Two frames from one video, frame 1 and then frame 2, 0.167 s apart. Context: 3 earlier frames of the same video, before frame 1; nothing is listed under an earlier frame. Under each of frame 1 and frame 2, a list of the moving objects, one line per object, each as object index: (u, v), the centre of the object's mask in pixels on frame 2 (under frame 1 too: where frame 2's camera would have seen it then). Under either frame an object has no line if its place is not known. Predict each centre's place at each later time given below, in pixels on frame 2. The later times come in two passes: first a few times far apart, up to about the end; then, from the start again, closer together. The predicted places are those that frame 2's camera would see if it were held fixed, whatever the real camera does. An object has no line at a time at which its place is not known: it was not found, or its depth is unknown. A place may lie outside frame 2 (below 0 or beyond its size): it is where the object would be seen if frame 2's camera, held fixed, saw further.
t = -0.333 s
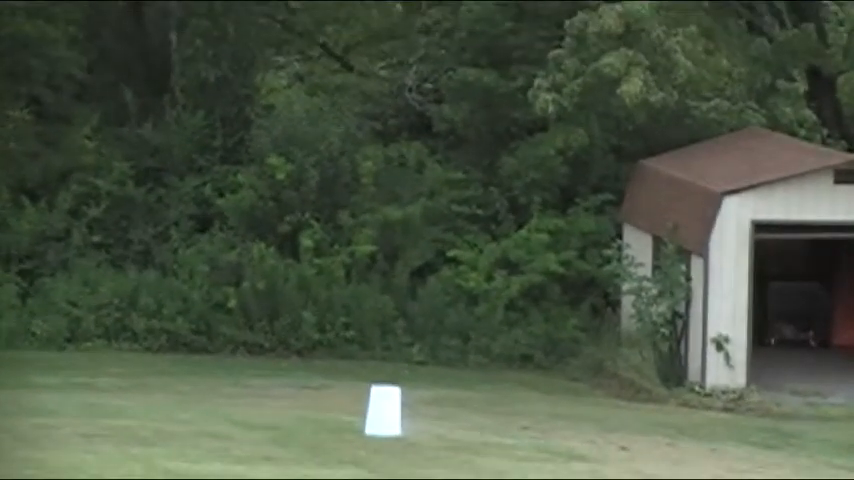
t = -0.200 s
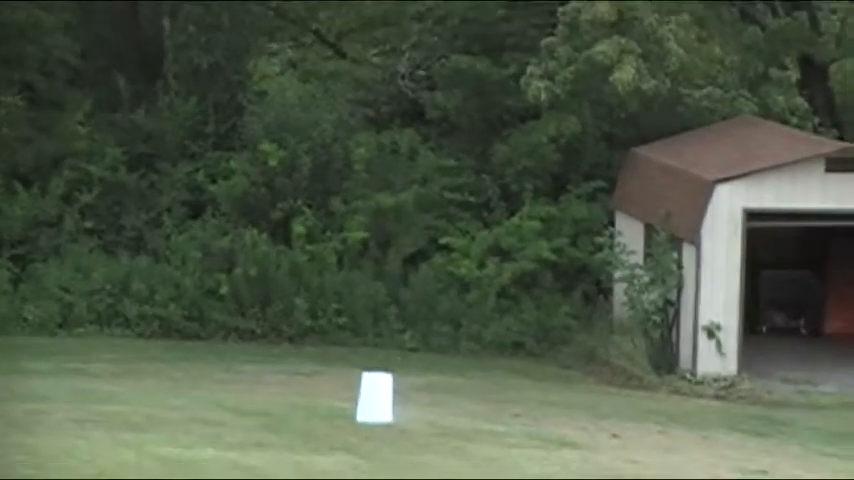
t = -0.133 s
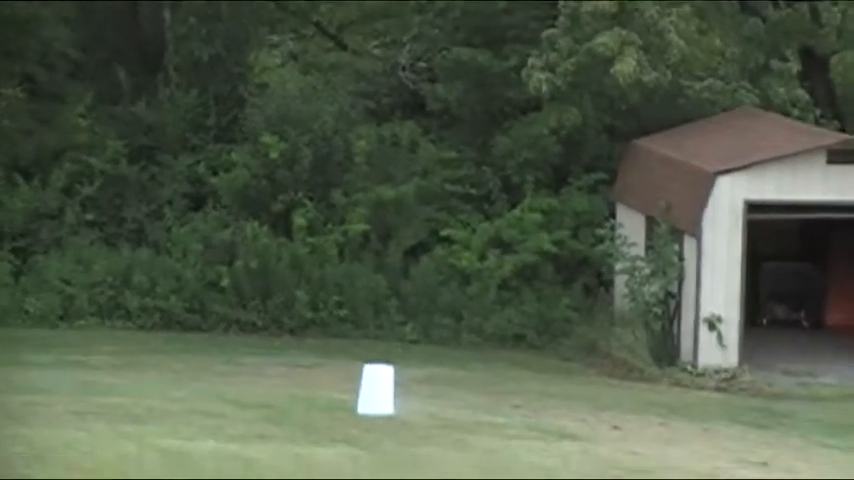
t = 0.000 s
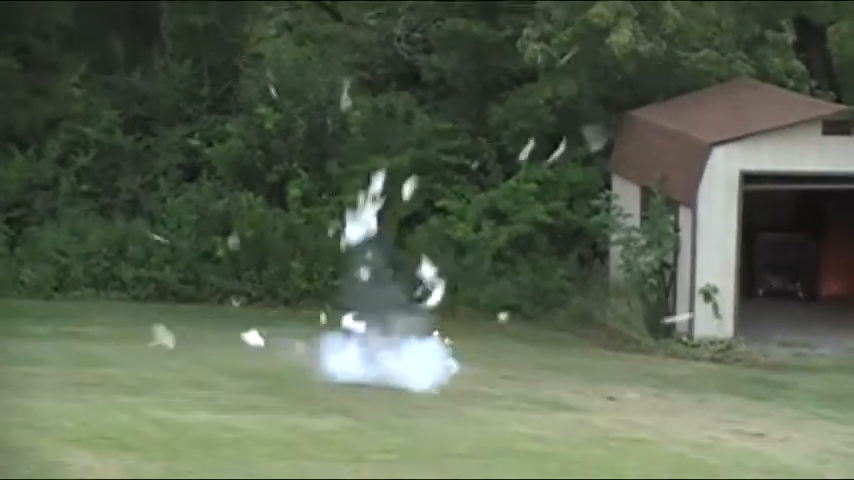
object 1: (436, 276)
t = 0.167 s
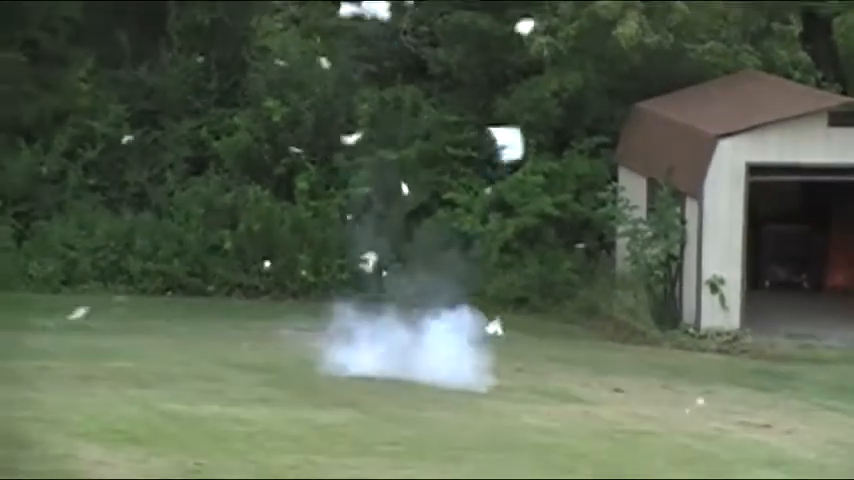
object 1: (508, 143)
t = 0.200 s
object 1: (518, 123)
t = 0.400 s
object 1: (559, 48)
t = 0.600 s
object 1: (590, 9)
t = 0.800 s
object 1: (616, 10)
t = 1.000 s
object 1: (642, 44)
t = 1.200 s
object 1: (667, 110)
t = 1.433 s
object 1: (700, 213)
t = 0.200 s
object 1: (518, 123)
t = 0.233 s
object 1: (525, 107)
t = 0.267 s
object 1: (536, 93)
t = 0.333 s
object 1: (545, 64)
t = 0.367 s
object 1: (551, 57)
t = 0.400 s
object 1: (559, 48)
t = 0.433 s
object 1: (564, 38)
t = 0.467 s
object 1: (568, 29)
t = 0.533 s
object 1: (580, 23)
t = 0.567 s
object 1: (586, 16)
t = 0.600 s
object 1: (590, 9)
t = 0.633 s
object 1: (592, 5)
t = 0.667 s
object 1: (596, 7)
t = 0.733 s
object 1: (609, 11)
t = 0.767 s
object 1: (613, 10)
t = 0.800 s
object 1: (616, 10)
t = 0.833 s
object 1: (618, 14)
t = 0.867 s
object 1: (623, 21)
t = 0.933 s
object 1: (635, 32)
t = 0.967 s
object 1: (640, 37)
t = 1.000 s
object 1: (642, 44)
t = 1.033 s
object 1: (645, 52)
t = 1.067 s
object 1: (649, 63)
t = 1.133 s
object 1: (658, 86)
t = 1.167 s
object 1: (663, 98)
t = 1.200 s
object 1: (667, 110)
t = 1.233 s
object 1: (671, 124)
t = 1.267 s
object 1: (676, 138)
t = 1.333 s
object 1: (688, 167)
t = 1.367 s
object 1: (693, 182)
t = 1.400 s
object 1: (697, 197)
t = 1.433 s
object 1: (700, 213)
